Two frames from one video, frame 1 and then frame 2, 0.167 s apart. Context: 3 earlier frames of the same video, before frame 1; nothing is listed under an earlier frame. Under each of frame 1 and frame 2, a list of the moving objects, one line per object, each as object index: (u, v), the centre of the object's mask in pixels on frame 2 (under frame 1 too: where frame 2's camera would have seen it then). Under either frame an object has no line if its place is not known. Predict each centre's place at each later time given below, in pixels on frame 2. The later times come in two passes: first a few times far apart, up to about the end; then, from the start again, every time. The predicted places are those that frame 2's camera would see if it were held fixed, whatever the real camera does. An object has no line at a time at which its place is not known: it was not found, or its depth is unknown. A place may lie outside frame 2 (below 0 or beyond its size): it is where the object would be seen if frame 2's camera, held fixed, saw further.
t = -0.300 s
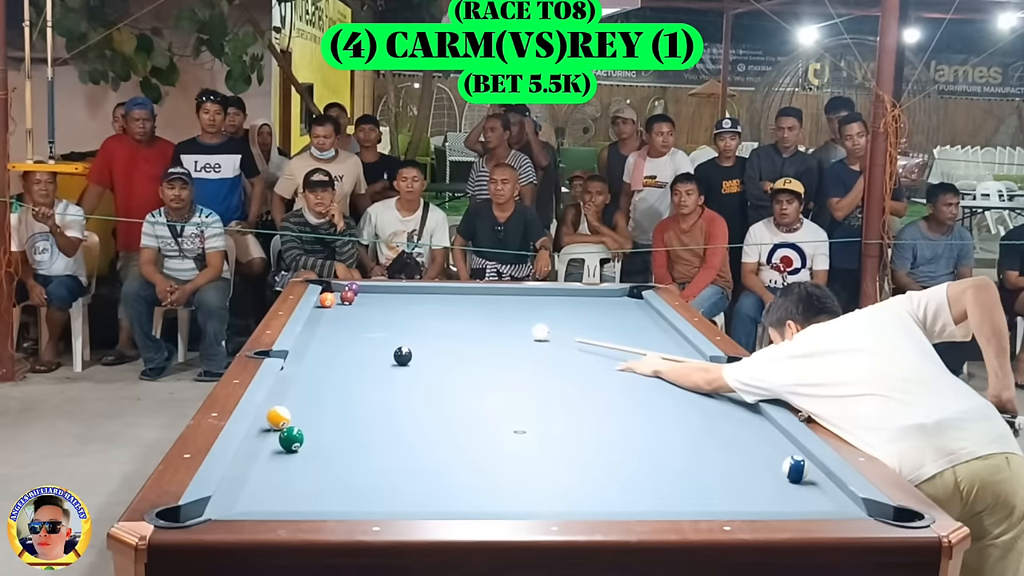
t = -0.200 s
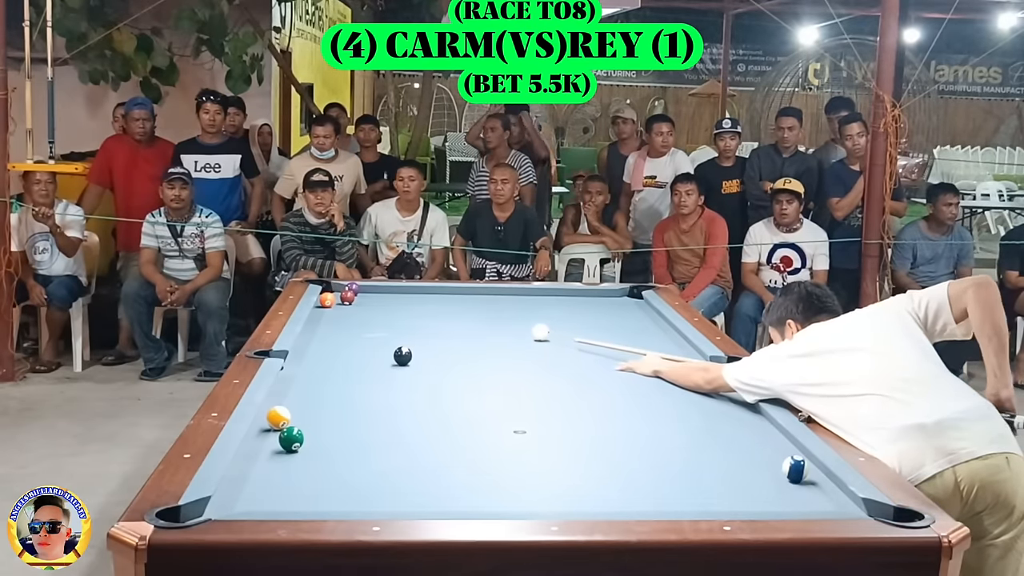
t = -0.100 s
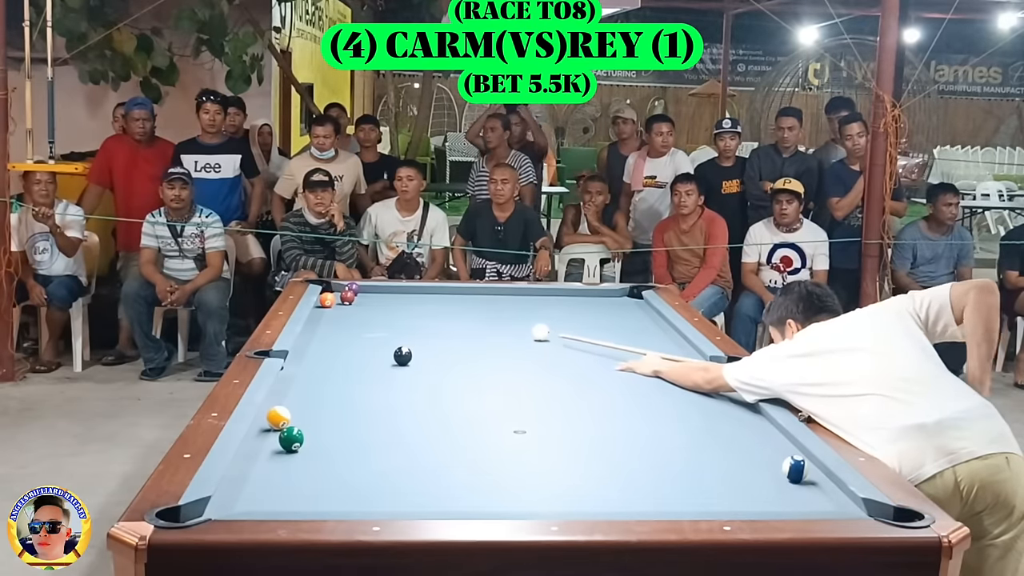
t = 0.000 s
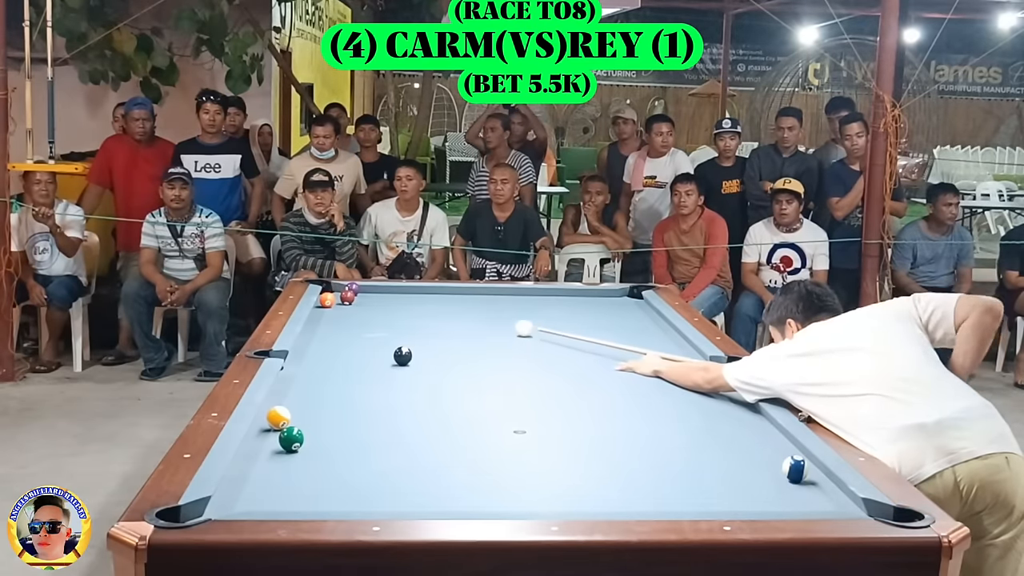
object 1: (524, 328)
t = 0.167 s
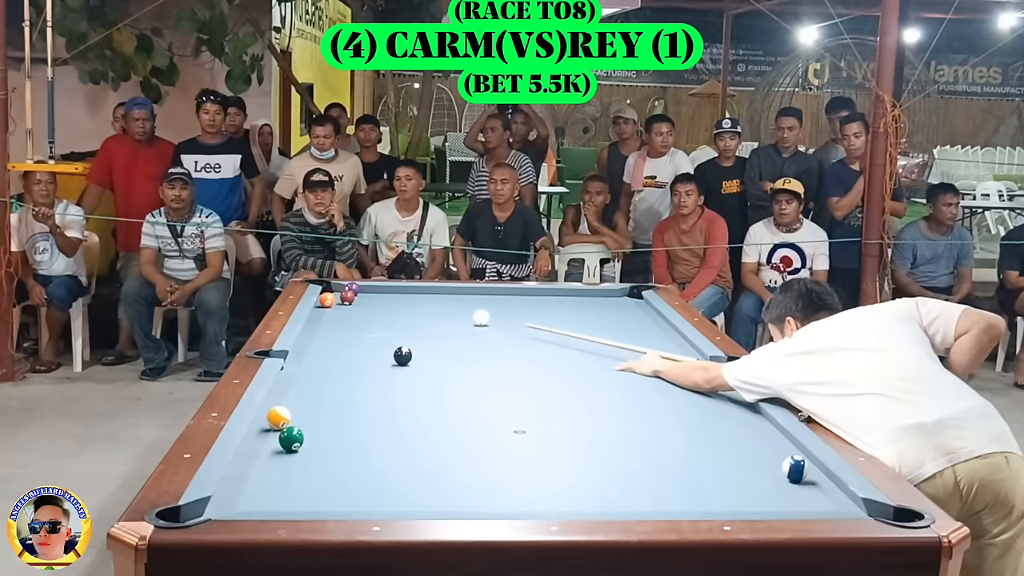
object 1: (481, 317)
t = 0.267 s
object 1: (458, 312)
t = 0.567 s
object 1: (395, 297)
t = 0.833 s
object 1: (368, 288)
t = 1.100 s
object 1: (370, 292)
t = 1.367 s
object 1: (371, 296)
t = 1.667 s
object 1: (372, 300)
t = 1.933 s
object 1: (373, 303)
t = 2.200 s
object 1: (374, 307)
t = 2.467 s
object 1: (375, 310)
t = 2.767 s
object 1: (376, 314)
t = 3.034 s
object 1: (376, 316)
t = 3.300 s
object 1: (377, 319)
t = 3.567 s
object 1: (378, 321)
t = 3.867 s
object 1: (378, 323)
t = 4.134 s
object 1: (379, 325)
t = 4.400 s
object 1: (379, 326)
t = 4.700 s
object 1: (379, 327)
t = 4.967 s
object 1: (379, 328)
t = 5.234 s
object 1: (379, 328)
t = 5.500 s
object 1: (380, 328)
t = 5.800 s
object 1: (380, 328)
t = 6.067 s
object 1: (380, 328)
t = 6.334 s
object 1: (380, 328)
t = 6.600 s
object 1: (380, 328)
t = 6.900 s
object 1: (380, 328)
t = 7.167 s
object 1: (380, 328)
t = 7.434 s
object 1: (380, 328)
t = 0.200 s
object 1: (473, 316)
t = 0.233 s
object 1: (466, 314)
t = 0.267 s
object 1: (458, 312)
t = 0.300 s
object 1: (450, 310)
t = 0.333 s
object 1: (443, 308)
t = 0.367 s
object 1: (436, 306)
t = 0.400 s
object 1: (429, 305)
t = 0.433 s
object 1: (422, 303)
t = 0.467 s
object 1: (415, 302)
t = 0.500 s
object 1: (409, 300)
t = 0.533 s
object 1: (402, 298)
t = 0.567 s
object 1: (395, 297)
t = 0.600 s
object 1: (389, 295)
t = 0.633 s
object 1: (380, 293)
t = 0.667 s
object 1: (377, 292)
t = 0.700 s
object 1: (371, 291)
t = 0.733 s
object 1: (366, 290)
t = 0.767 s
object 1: (367, 289)
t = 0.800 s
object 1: (368, 288)
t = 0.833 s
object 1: (368, 288)
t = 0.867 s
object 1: (369, 288)
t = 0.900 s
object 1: (369, 289)
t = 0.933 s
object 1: (369, 289)
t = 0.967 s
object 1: (369, 290)
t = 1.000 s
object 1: (369, 291)
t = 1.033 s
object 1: (369, 291)
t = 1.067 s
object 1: (370, 291)
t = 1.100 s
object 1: (370, 292)
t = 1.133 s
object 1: (370, 292)
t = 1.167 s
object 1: (370, 293)
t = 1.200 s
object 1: (370, 293)
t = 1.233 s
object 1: (370, 294)
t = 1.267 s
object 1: (370, 294)
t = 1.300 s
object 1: (370, 295)
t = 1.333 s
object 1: (370, 295)
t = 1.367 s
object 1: (371, 296)
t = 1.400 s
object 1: (371, 296)
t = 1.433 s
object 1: (371, 297)
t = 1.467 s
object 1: (371, 297)
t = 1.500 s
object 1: (371, 297)
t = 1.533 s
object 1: (371, 298)
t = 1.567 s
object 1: (371, 298)
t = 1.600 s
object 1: (372, 299)
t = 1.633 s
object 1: (372, 299)
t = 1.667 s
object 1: (372, 300)
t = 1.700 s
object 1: (372, 300)
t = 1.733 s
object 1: (372, 301)
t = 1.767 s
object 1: (372, 301)
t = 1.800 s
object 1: (372, 302)
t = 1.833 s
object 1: (372, 302)
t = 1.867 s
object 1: (372, 303)
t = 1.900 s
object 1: (373, 303)
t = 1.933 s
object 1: (373, 303)
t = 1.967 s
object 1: (373, 304)
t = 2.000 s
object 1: (373, 304)
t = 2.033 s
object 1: (373, 305)
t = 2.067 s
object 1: (373, 305)
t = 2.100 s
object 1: (373, 306)
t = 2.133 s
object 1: (374, 306)
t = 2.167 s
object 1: (374, 306)
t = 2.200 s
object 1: (374, 307)
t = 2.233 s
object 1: (374, 307)
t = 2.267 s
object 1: (374, 308)
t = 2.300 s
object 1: (374, 308)
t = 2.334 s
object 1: (374, 309)
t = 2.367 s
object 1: (374, 309)
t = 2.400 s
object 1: (374, 310)
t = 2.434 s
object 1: (374, 310)
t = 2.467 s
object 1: (375, 310)
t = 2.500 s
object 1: (375, 310)
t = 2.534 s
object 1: (375, 311)
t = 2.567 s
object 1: (375, 311)
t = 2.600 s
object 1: (375, 312)
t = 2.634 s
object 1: (375, 312)
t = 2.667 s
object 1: (375, 313)
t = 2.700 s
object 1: (375, 313)
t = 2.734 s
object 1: (376, 313)
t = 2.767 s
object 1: (376, 314)
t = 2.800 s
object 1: (376, 314)
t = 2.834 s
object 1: (376, 314)
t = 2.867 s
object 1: (376, 315)
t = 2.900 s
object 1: (376, 315)
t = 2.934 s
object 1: (376, 315)
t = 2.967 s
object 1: (376, 316)
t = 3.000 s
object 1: (376, 316)
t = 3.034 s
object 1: (376, 316)
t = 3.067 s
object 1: (377, 317)
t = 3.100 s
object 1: (377, 317)
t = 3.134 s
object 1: (377, 317)
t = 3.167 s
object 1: (377, 317)
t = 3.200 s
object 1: (377, 318)
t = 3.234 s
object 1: (377, 318)
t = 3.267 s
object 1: (377, 319)
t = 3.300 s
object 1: (377, 319)
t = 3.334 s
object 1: (378, 319)
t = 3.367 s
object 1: (378, 319)
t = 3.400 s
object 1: (378, 319)
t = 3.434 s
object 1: (378, 320)
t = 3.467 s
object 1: (378, 320)
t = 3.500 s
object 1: (378, 320)
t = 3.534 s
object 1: (378, 321)
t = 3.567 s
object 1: (378, 321)
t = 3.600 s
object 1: (378, 321)
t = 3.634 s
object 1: (378, 322)
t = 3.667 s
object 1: (378, 322)
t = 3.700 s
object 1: (378, 322)
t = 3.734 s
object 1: (378, 322)
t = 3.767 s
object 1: (378, 322)
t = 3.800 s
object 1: (378, 322)
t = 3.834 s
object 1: (378, 323)
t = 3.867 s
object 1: (378, 323)
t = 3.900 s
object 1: (378, 323)
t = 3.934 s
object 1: (378, 323)
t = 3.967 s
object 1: (379, 324)
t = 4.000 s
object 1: (379, 324)
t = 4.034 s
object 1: (379, 324)
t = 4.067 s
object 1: (379, 324)
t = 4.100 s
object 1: (379, 324)
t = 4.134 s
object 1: (379, 325)
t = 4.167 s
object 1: (379, 325)
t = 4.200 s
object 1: (379, 325)
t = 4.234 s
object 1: (379, 325)
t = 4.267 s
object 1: (379, 325)
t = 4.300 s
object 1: (379, 325)
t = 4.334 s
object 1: (379, 325)
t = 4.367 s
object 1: (379, 326)
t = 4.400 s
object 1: (379, 326)
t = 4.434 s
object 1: (379, 326)
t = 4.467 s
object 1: (379, 326)
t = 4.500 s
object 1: (379, 326)
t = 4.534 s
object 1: (379, 326)
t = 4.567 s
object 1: (379, 327)
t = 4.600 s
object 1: (379, 327)
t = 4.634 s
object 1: (379, 327)
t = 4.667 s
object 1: (379, 327)
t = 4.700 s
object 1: (379, 327)
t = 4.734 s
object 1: (379, 327)
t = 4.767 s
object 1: (379, 327)
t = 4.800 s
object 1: (379, 327)
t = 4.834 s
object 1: (379, 327)
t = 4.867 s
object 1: (379, 327)
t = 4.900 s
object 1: (379, 328)
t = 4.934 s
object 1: (379, 327)
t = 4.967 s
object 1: (379, 328)
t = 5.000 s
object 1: (379, 328)
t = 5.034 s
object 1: (379, 328)
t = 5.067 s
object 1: (379, 328)
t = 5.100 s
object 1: (379, 328)
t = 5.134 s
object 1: (379, 328)
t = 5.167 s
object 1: (379, 328)
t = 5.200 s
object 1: (379, 328)
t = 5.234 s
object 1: (379, 328)
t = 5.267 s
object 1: (379, 328)
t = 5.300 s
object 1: (379, 328)
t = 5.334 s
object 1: (380, 328)
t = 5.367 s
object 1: (380, 328)
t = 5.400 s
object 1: (380, 328)
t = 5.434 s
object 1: (380, 328)
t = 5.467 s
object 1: (380, 328)
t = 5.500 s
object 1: (380, 328)
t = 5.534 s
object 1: (380, 328)
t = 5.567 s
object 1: (380, 328)
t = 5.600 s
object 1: (380, 328)
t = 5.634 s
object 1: (380, 328)
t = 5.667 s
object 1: (380, 328)
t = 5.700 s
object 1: (380, 328)
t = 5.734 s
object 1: (380, 328)
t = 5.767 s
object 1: (380, 328)
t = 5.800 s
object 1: (380, 328)
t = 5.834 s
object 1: (380, 328)
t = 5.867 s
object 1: (380, 328)
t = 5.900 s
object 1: (380, 328)
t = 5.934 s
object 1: (380, 328)
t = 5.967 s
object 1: (380, 328)
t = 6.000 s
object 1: (380, 328)
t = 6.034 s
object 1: (380, 328)
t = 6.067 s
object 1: (380, 328)
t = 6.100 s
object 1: (380, 328)
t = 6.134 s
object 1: (380, 328)
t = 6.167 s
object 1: (380, 328)
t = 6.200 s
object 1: (380, 328)
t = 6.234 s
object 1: (380, 328)
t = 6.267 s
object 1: (380, 328)
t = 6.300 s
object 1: (380, 328)
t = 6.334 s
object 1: (380, 328)
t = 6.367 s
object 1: (380, 328)
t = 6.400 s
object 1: (380, 328)
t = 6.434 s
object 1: (380, 328)
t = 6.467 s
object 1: (379, 328)
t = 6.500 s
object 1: (380, 328)
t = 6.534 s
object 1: (380, 328)
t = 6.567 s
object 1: (380, 328)
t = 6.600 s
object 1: (380, 328)
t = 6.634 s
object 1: (380, 328)
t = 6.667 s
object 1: (380, 328)
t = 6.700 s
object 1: (380, 328)
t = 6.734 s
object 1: (380, 328)
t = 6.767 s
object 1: (380, 328)
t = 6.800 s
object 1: (380, 328)
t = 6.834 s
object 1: (380, 328)
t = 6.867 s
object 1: (380, 328)
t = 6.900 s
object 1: (380, 328)
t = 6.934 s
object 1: (380, 328)
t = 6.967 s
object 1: (380, 328)
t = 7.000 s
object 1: (380, 328)
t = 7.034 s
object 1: (380, 328)
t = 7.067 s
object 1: (380, 328)
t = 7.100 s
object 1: (380, 328)
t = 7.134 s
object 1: (380, 328)
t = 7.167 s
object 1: (380, 328)
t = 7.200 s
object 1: (380, 328)
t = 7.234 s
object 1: (380, 328)
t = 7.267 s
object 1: (380, 328)
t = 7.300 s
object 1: (380, 328)
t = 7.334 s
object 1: (380, 328)
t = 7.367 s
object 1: (380, 328)
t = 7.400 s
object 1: (380, 328)
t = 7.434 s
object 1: (380, 328)
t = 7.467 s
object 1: (380, 328)
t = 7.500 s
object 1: (380, 328)
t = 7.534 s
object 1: (380, 328)
